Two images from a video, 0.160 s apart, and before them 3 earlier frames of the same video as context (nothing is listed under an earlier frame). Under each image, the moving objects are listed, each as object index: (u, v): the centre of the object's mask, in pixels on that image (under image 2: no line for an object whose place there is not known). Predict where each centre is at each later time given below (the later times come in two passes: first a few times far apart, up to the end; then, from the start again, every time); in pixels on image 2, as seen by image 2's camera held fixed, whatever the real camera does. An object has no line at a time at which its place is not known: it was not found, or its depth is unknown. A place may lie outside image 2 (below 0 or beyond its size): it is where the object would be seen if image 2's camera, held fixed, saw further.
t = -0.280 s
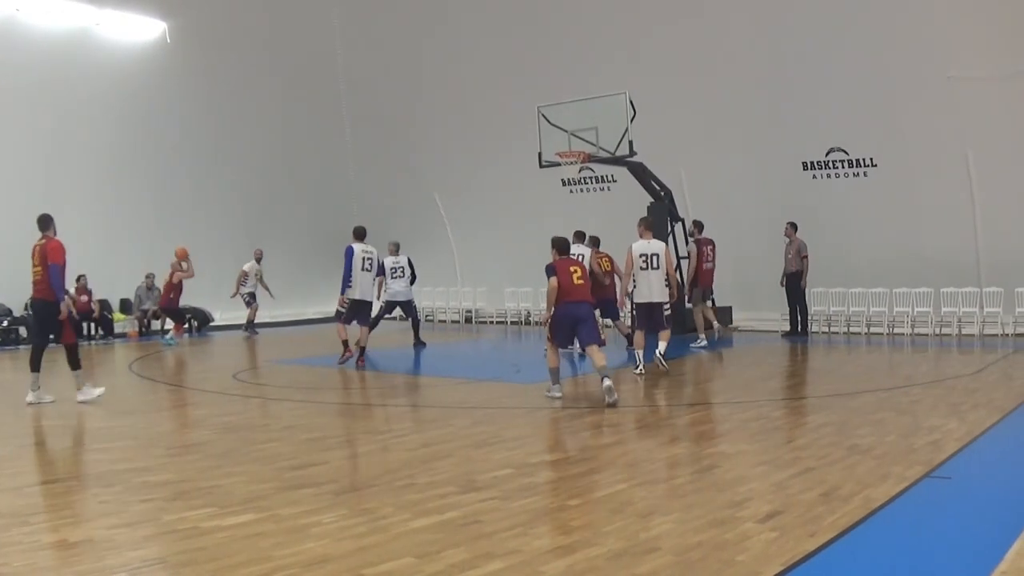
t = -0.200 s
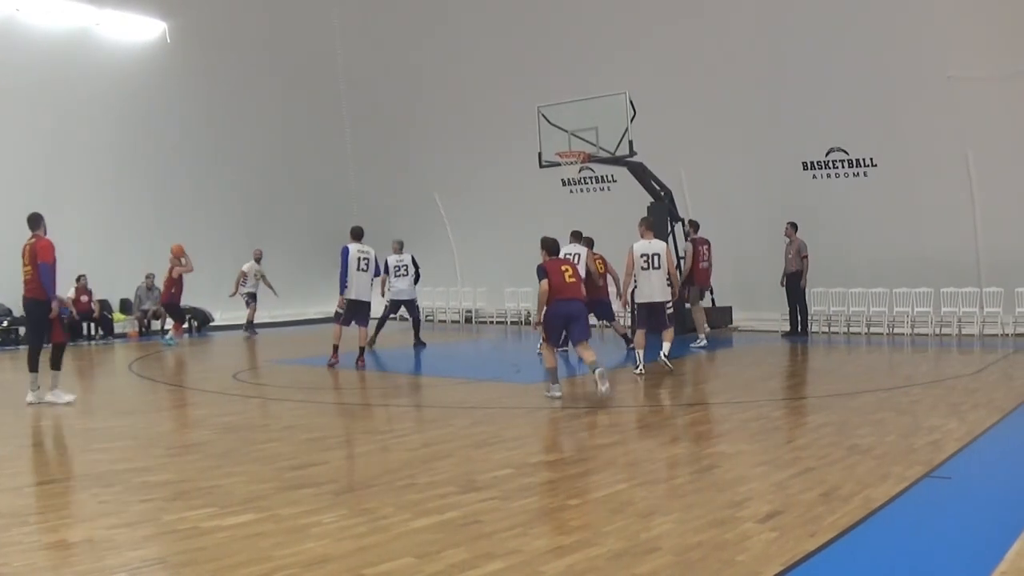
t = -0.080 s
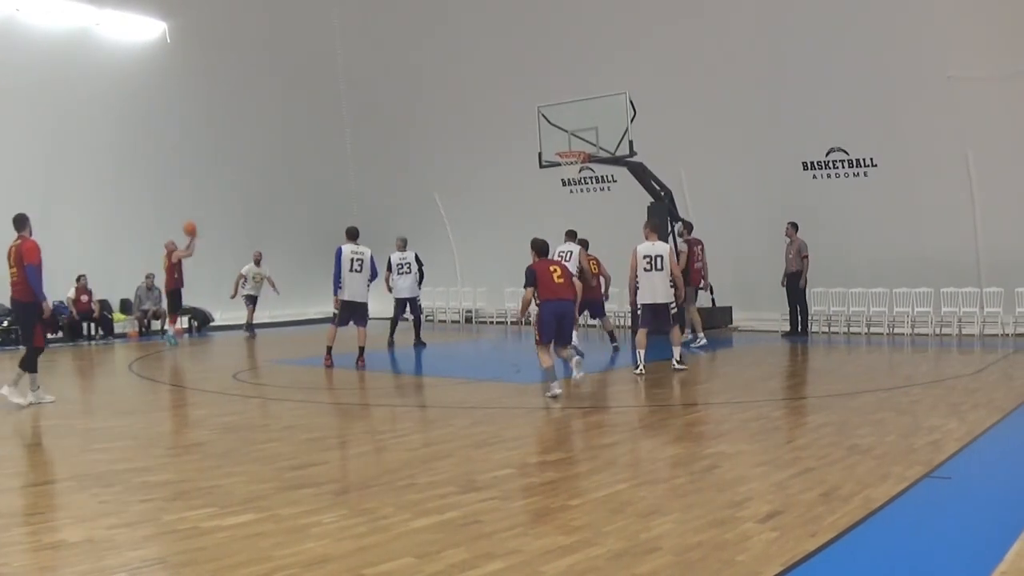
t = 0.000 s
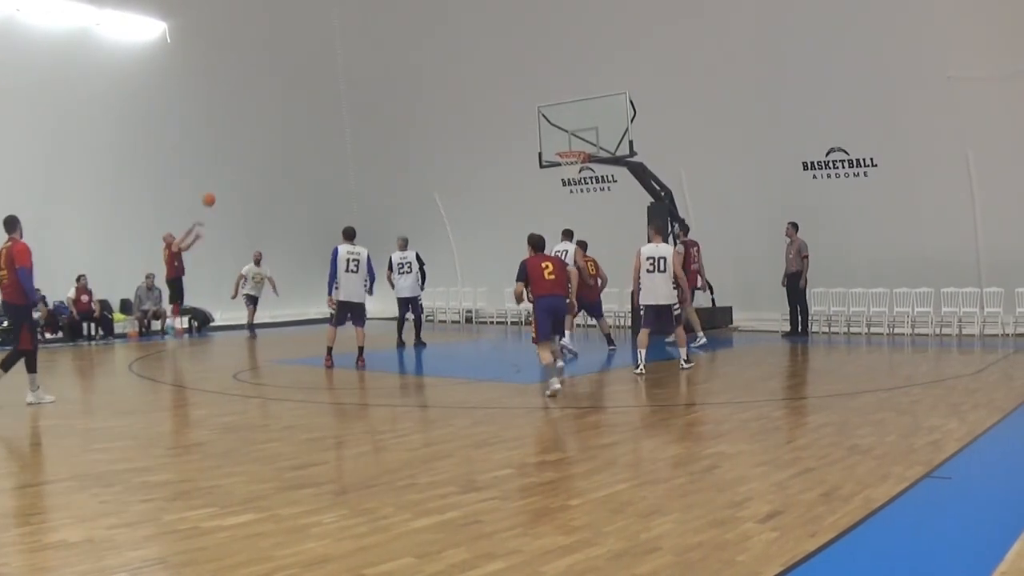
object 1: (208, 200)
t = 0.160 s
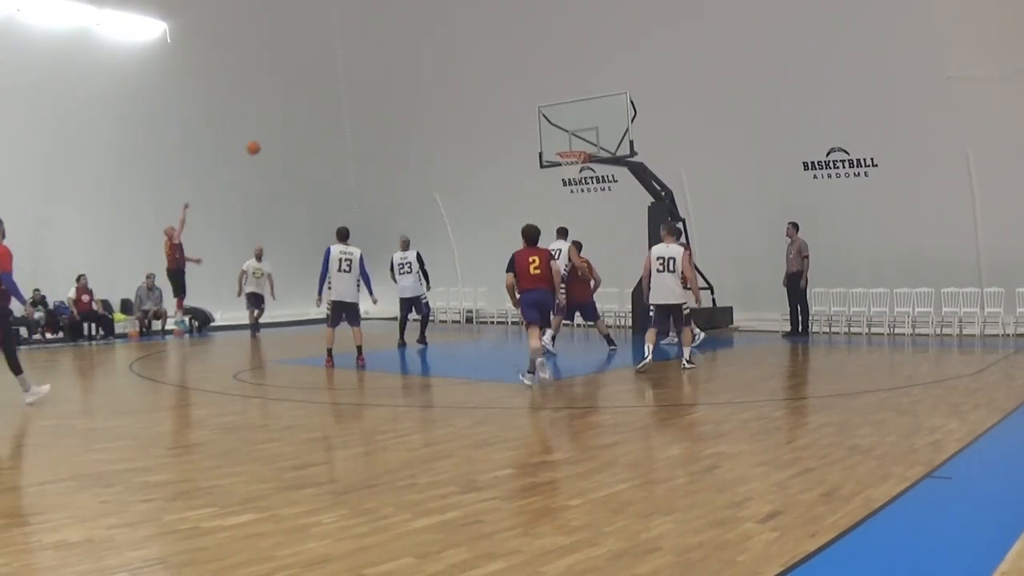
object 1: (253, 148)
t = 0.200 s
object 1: (264, 137)
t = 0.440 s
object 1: (333, 90)
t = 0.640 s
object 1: (392, 75)
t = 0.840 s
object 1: (452, 83)
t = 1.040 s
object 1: (513, 115)
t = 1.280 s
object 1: (538, 138)
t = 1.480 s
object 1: (504, 132)
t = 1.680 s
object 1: (475, 148)
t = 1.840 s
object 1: (453, 175)
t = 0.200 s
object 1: (264, 137)
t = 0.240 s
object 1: (276, 127)
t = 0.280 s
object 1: (288, 118)
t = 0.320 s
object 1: (298, 109)
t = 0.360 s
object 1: (310, 102)
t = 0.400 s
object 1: (321, 95)
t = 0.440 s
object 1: (333, 90)
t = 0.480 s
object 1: (344, 85)
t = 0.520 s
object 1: (356, 81)
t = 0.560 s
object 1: (368, 78)
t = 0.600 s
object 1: (380, 76)
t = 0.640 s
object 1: (392, 75)
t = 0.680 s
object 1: (404, 75)
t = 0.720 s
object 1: (416, 76)
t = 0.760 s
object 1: (428, 77)
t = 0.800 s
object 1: (440, 80)
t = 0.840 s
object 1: (452, 83)
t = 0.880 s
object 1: (464, 87)
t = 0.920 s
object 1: (476, 93)
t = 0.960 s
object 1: (488, 99)
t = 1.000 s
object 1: (501, 106)
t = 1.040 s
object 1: (513, 115)
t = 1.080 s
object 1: (526, 124)
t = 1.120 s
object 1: (539, 135)
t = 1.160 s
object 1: (551, 145)
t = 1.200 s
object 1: (552, 148)
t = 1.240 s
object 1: (545, 142)
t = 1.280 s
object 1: (538, 138)
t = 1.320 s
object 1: (531, 135)
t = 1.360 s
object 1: (524, 133)
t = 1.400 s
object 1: (517, 131)
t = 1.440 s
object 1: (511, 131)
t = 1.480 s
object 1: (504, 132)
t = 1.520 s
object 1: (498, 133)
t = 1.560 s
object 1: (492, 136)
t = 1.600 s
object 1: (486, 139)
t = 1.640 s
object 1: (481, 143)
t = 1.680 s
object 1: (475, 148)
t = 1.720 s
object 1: (469, 153)
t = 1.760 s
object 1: (464, 160)
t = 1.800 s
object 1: (459, 167)
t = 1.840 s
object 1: (453, 175)
